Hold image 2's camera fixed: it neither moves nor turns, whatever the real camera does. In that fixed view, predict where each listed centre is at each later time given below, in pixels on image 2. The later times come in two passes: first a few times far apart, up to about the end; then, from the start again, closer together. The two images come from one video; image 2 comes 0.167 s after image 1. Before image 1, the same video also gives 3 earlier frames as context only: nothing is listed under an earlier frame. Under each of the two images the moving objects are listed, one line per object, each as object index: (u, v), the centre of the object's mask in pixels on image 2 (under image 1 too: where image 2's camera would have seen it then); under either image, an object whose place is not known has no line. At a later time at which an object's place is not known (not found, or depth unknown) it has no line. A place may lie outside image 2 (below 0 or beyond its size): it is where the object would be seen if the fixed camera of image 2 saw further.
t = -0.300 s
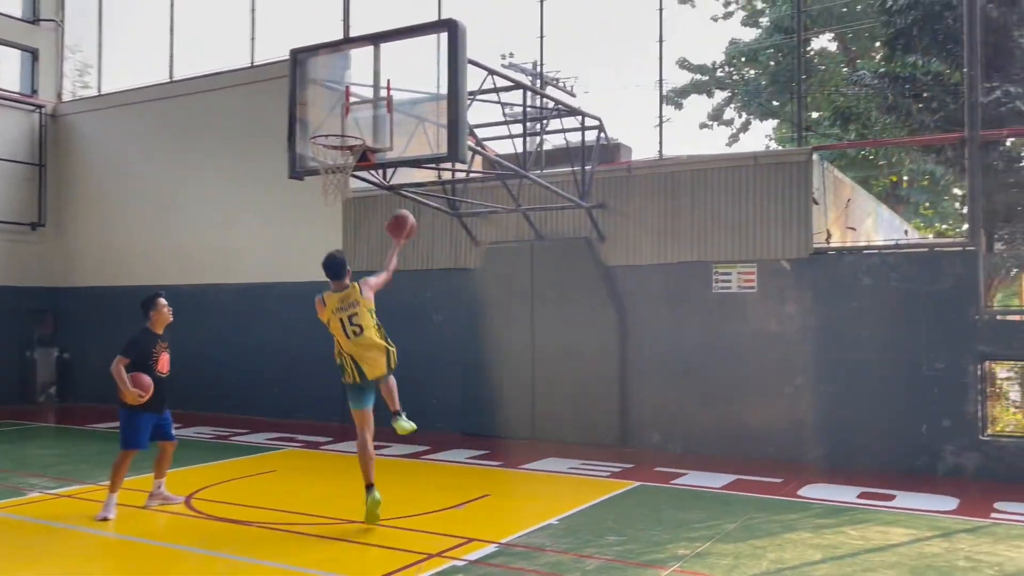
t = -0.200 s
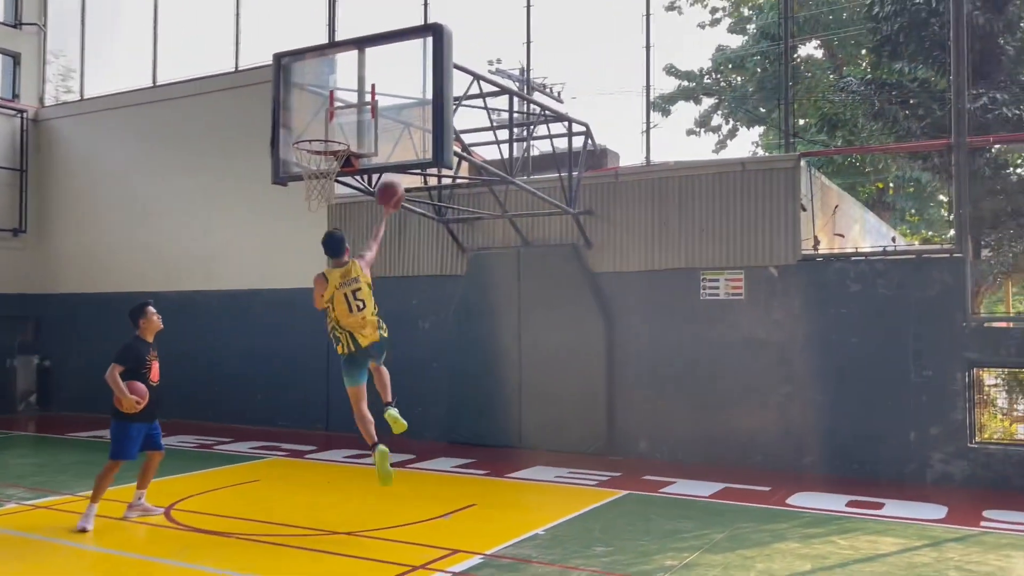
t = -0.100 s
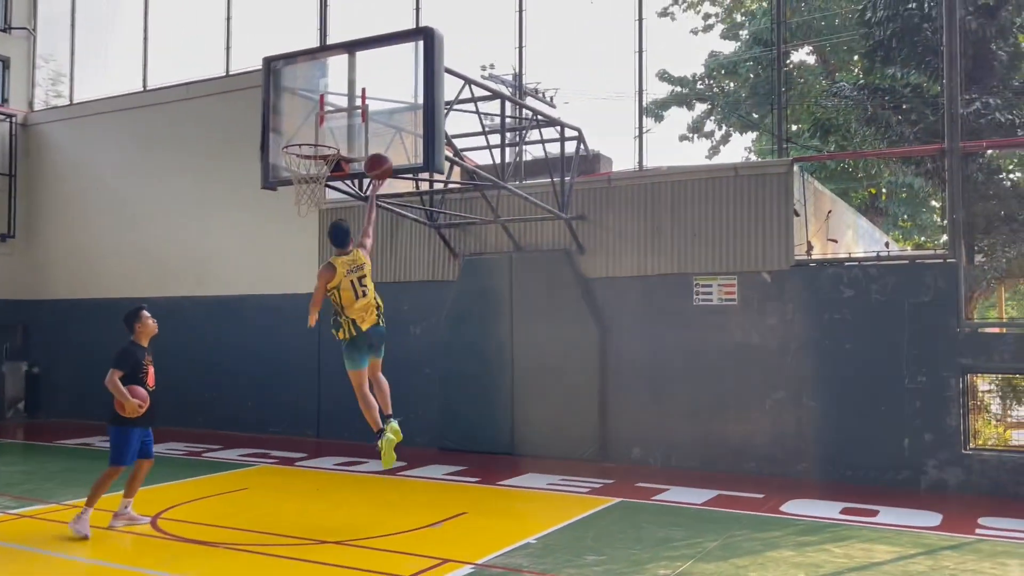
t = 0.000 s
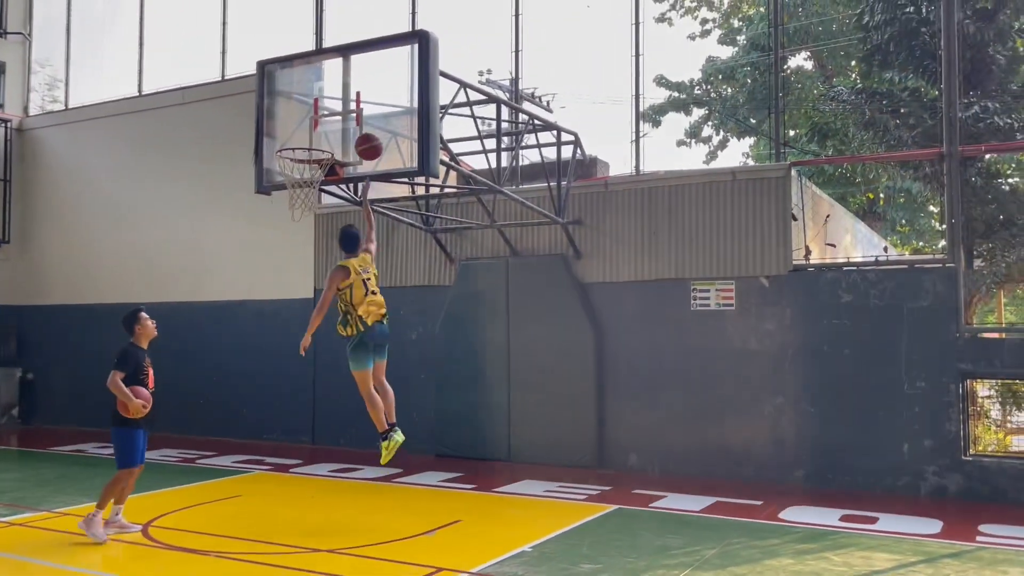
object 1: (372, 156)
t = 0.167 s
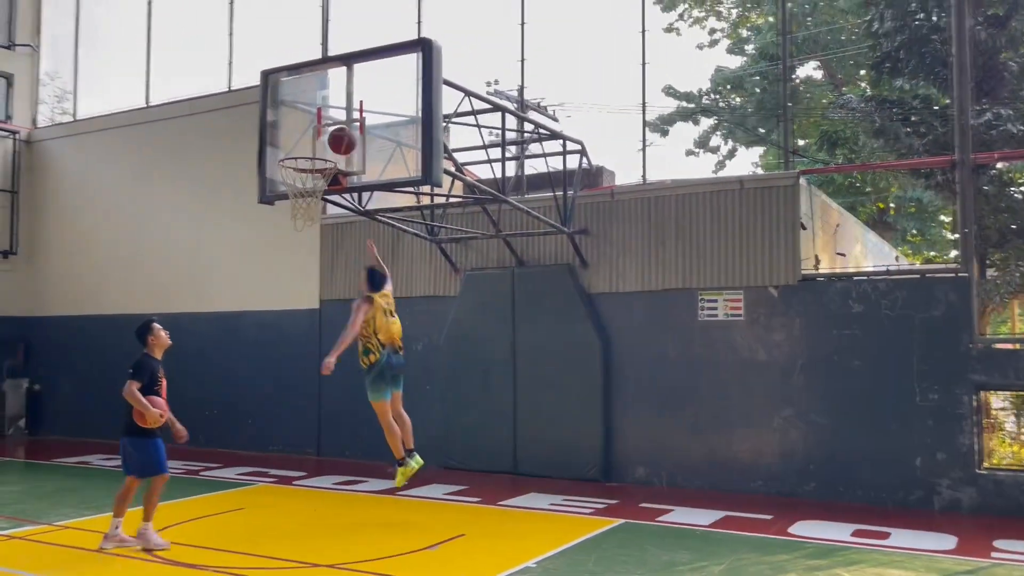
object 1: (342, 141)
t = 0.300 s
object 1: (321, 145)
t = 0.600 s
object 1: (298, 192)
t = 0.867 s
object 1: (292, 273)
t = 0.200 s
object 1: (335, 142)
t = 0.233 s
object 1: (329, 143)
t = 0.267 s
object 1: (323, 146)
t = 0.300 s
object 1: (321, 145)
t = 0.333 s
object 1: (318, 146)
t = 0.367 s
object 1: (316, 147)
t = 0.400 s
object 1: (313, 150)
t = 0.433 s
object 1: (310, 154)
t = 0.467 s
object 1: (308, 160)
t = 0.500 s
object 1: (305, 166)
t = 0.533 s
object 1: (302, 174)
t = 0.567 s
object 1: (299, 183)
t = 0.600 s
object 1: (298, 192)
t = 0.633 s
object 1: (295, 203)
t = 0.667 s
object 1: (295, 211)
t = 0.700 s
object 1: (294, 218)
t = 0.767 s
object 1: (293, 236)
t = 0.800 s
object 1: (292, 247)
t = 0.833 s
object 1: (292, 259)
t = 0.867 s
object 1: (292, 273)
